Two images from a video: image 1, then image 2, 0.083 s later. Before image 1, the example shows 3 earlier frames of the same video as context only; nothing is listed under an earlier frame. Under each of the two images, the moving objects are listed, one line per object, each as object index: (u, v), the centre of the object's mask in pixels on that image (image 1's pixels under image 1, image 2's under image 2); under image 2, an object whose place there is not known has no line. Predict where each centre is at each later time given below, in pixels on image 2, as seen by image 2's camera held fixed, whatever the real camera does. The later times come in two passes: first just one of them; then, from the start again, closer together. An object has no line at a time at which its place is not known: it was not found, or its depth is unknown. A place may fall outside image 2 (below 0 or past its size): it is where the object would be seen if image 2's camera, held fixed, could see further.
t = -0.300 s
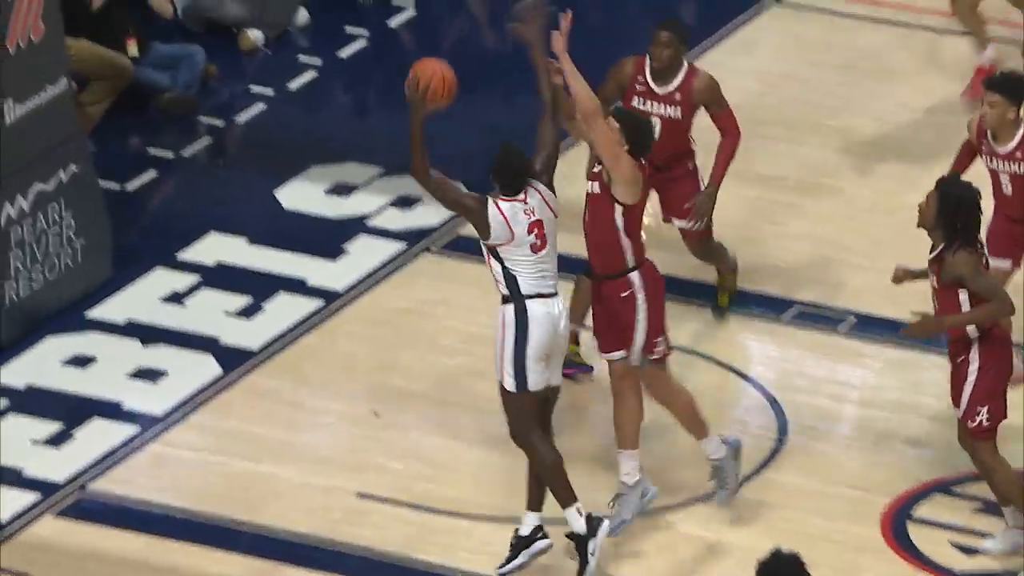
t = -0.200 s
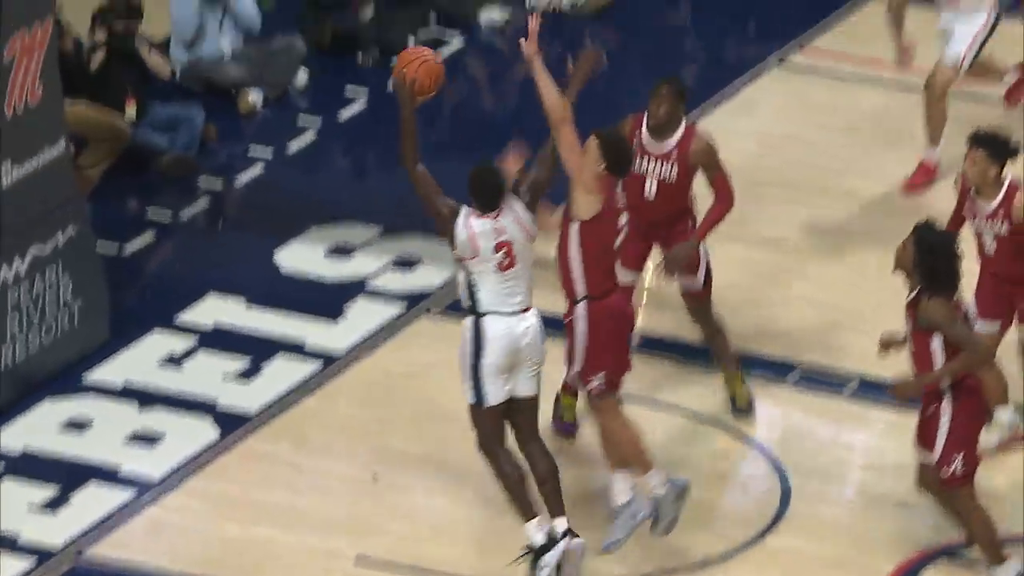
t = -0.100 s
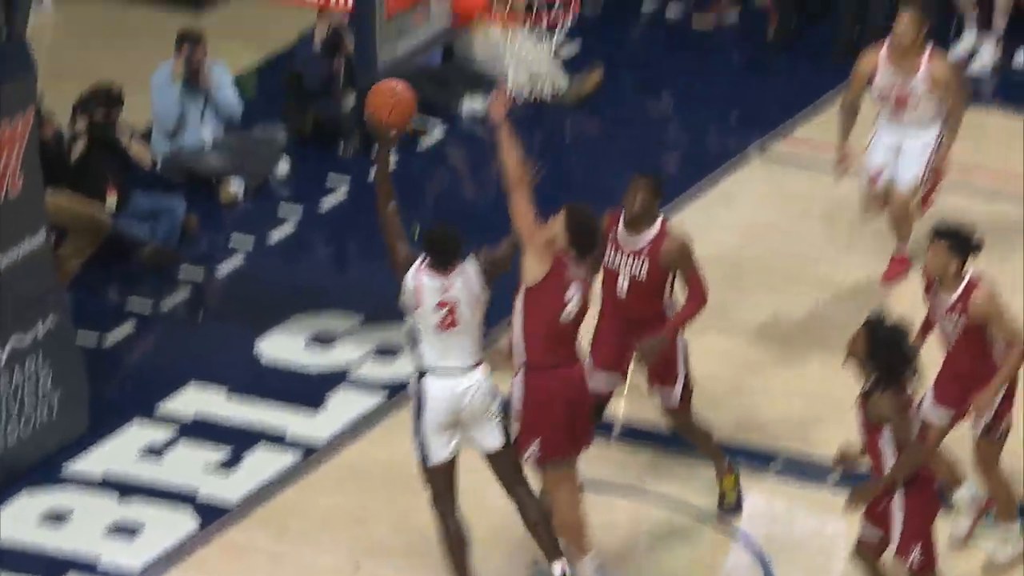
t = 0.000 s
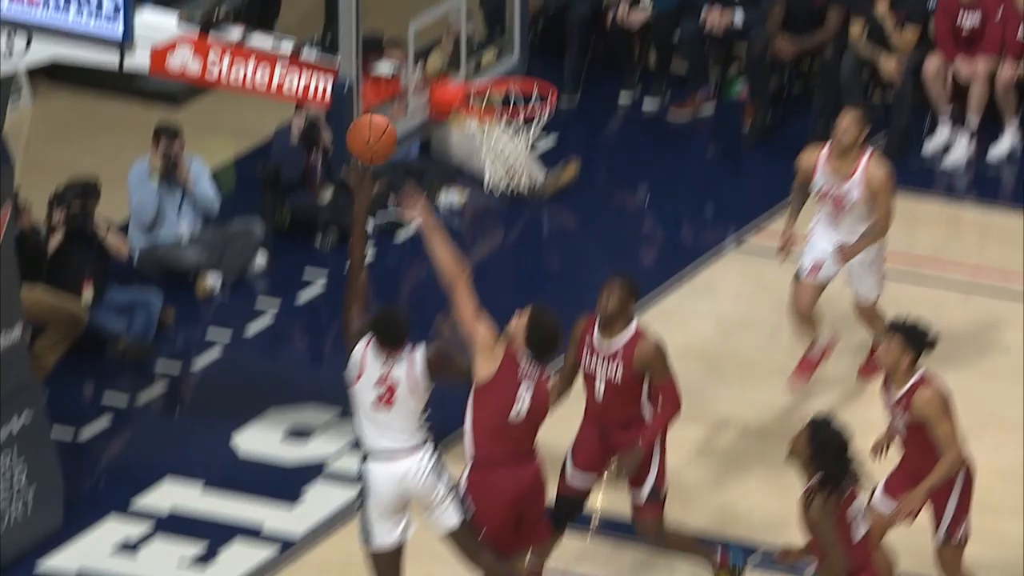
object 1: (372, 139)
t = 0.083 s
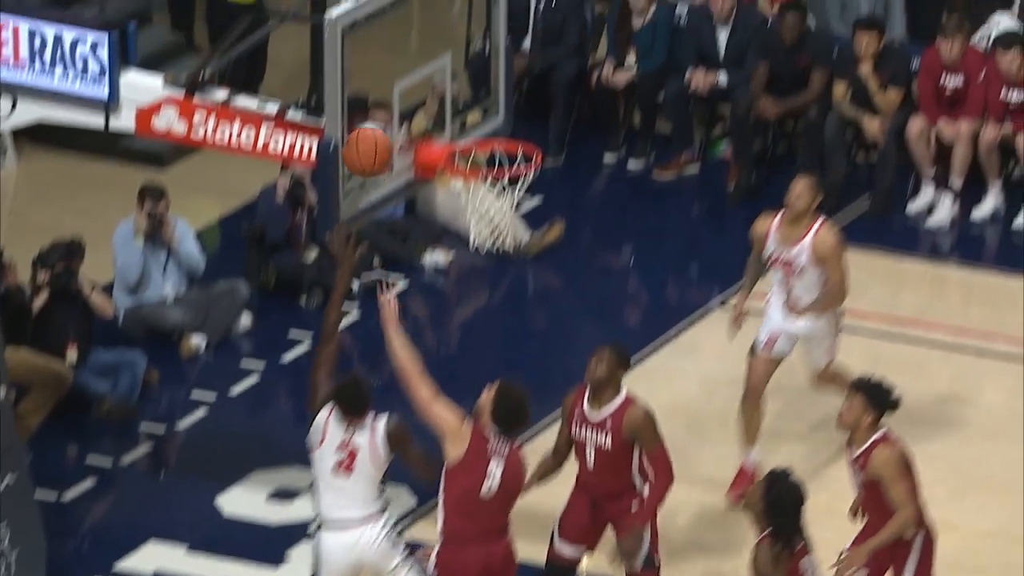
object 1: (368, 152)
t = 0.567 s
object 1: (501, 169)
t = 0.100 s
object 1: (369, 144)
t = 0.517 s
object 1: (490, 153)
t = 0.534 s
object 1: (494, 155)
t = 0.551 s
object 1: (498, 165)
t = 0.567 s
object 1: (501, 169)
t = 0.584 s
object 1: (506, 173)
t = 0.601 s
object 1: (510, 178)
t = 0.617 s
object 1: (513, 178)
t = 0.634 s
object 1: (518, 182)
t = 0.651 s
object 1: (522, 174)
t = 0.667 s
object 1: (523, 174)
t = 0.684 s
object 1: (523, 173)
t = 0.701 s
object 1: (523, 174)
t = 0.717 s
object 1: (522, 174)
